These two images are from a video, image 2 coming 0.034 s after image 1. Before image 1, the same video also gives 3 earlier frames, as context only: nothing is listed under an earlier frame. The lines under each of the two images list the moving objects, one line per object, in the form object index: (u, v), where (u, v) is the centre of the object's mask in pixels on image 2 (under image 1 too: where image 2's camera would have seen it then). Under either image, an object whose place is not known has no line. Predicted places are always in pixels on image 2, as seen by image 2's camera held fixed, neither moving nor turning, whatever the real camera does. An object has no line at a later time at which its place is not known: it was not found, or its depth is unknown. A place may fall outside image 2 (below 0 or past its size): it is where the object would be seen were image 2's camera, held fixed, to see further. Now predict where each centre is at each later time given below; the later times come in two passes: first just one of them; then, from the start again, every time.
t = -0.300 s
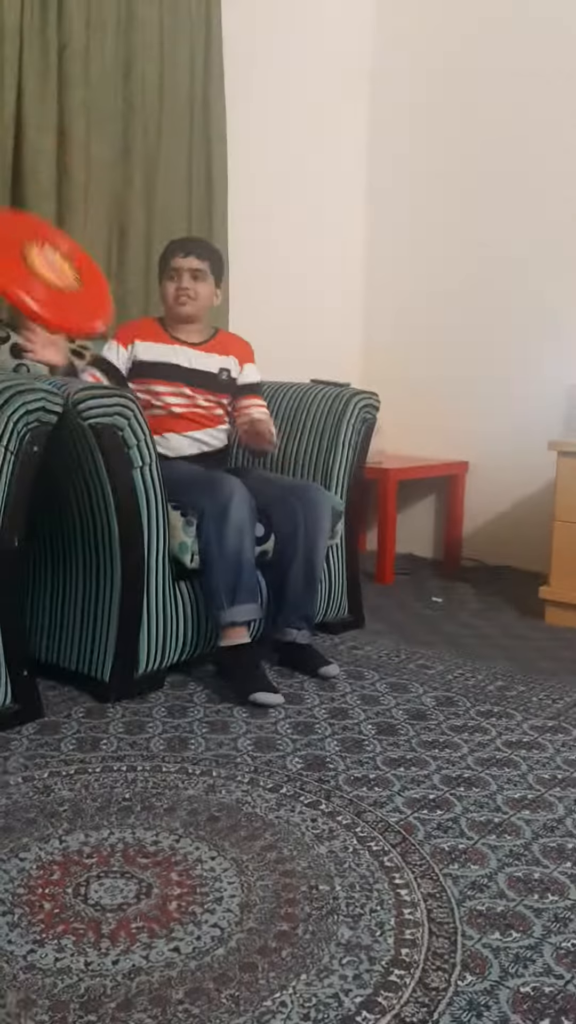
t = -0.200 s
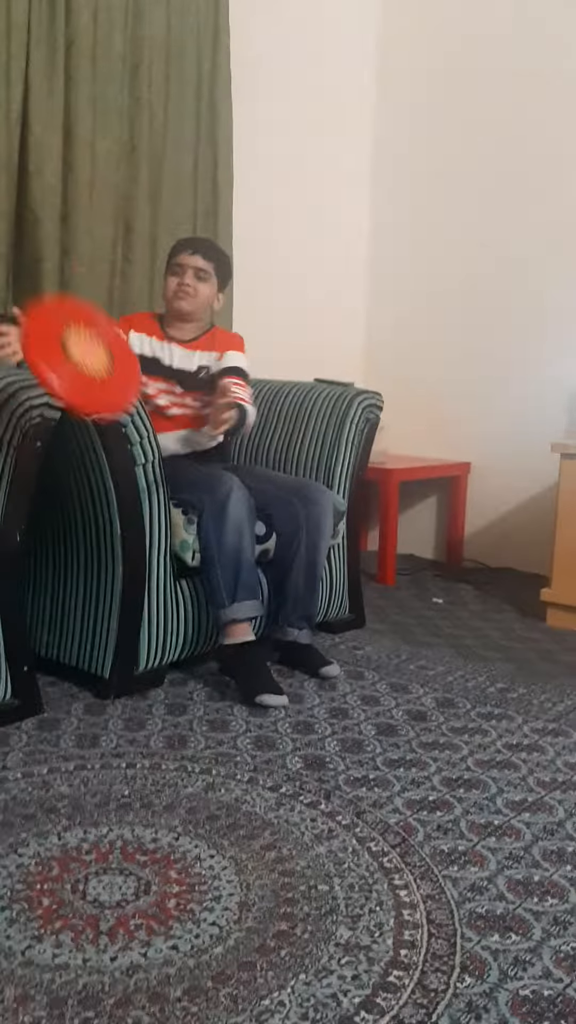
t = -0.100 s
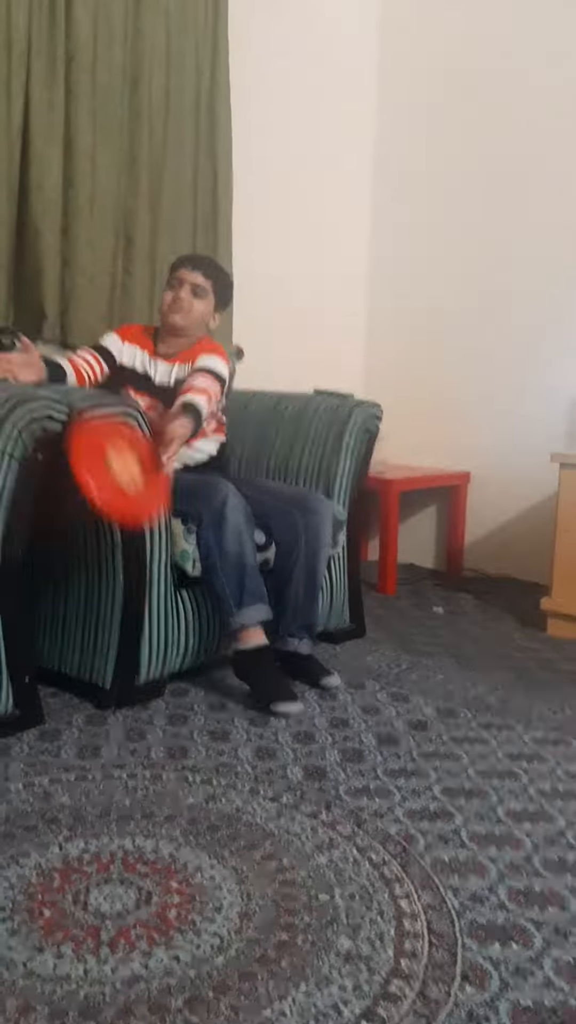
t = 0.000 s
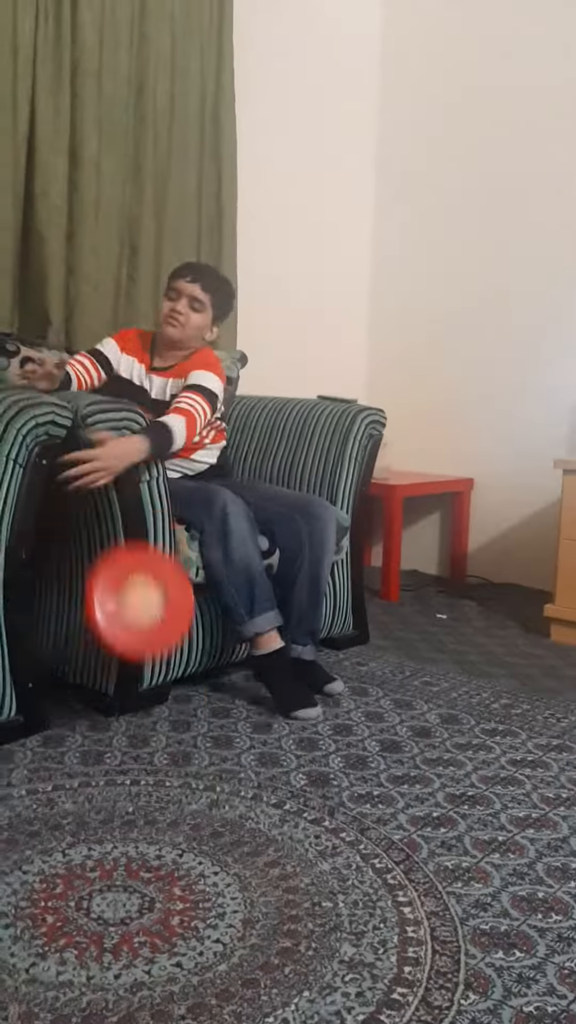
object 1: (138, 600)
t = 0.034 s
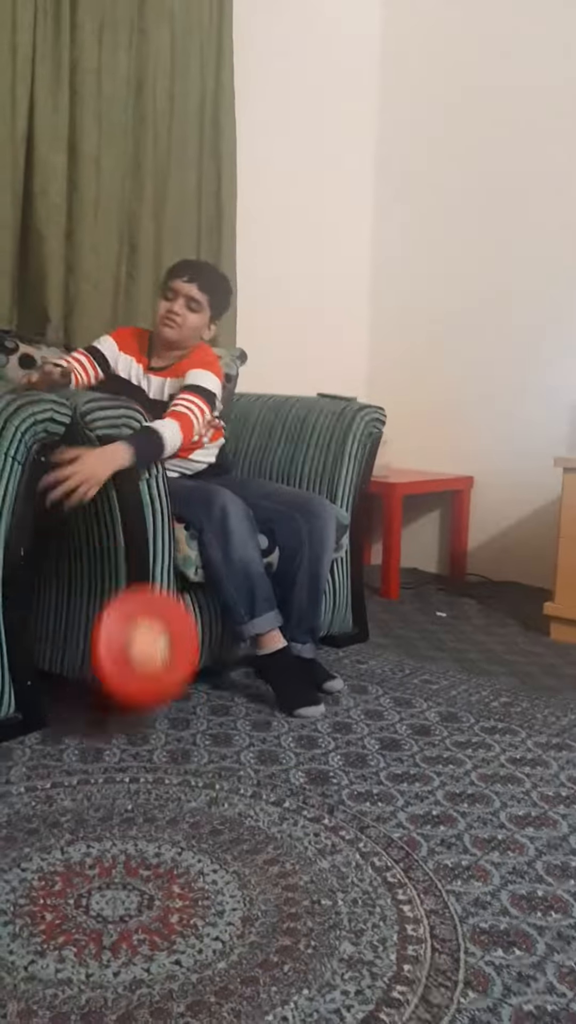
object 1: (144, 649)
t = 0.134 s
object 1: (146, 674)
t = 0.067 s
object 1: (150, 693)
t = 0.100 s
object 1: (148, 683)
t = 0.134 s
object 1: (146, 674)
